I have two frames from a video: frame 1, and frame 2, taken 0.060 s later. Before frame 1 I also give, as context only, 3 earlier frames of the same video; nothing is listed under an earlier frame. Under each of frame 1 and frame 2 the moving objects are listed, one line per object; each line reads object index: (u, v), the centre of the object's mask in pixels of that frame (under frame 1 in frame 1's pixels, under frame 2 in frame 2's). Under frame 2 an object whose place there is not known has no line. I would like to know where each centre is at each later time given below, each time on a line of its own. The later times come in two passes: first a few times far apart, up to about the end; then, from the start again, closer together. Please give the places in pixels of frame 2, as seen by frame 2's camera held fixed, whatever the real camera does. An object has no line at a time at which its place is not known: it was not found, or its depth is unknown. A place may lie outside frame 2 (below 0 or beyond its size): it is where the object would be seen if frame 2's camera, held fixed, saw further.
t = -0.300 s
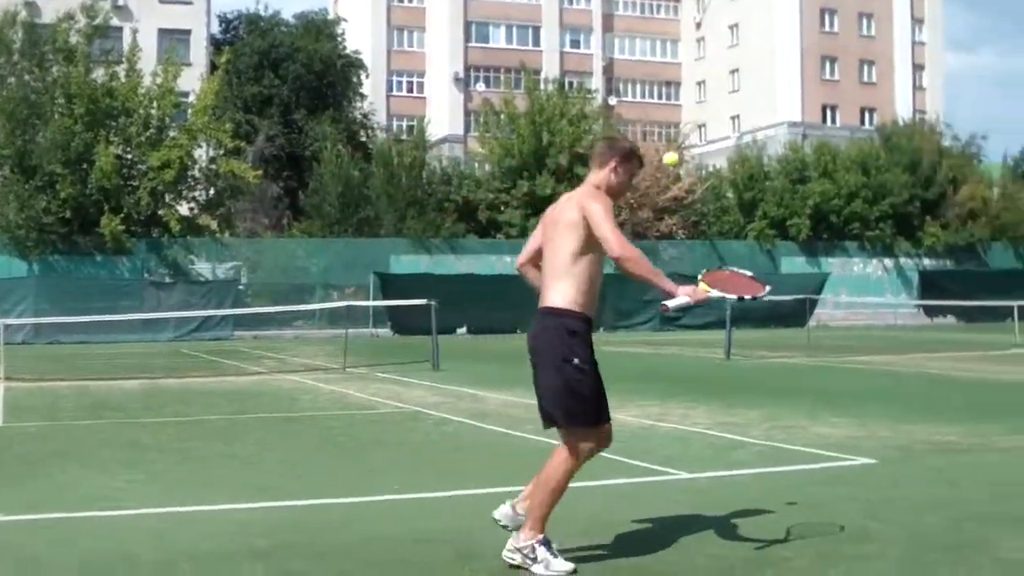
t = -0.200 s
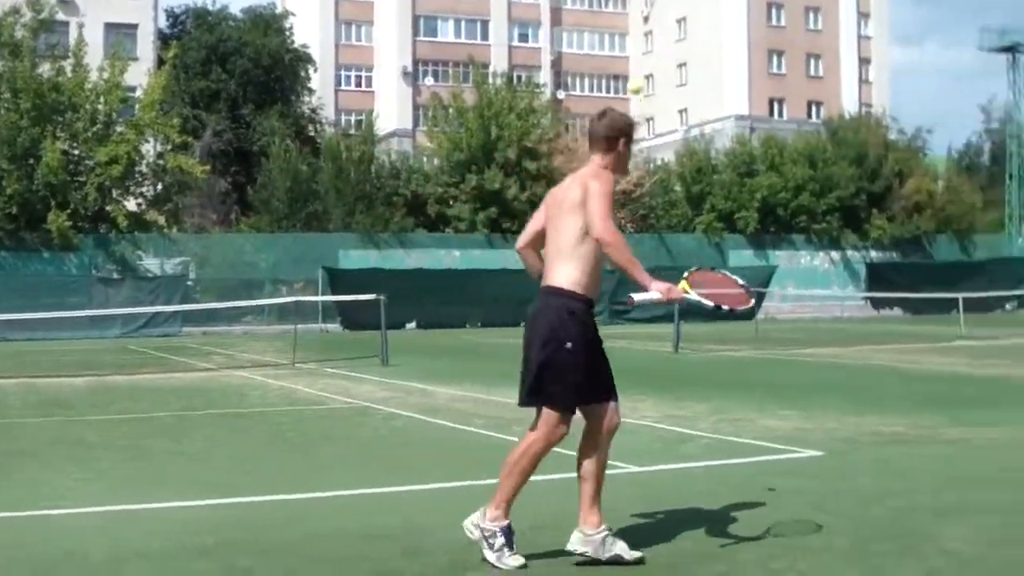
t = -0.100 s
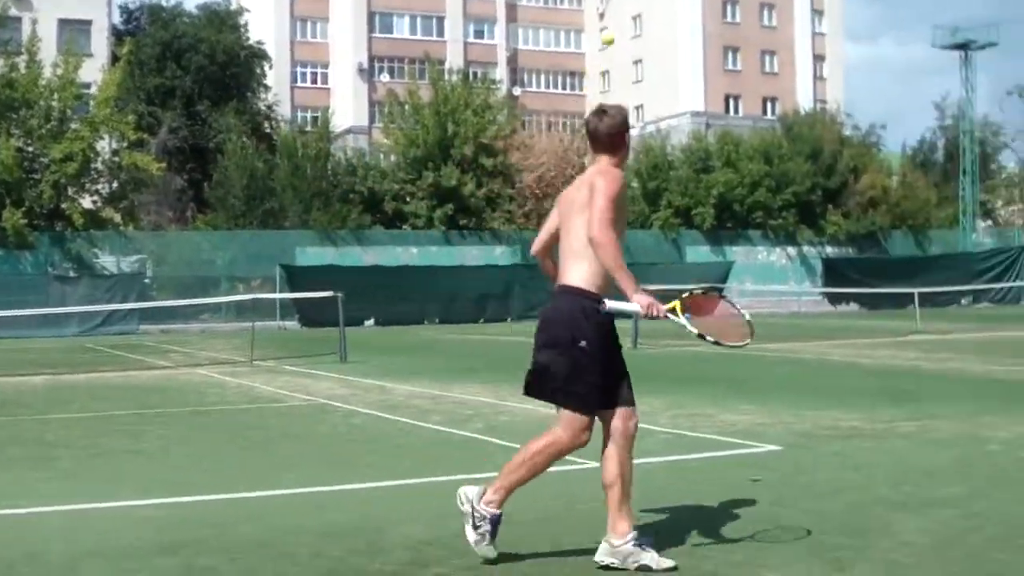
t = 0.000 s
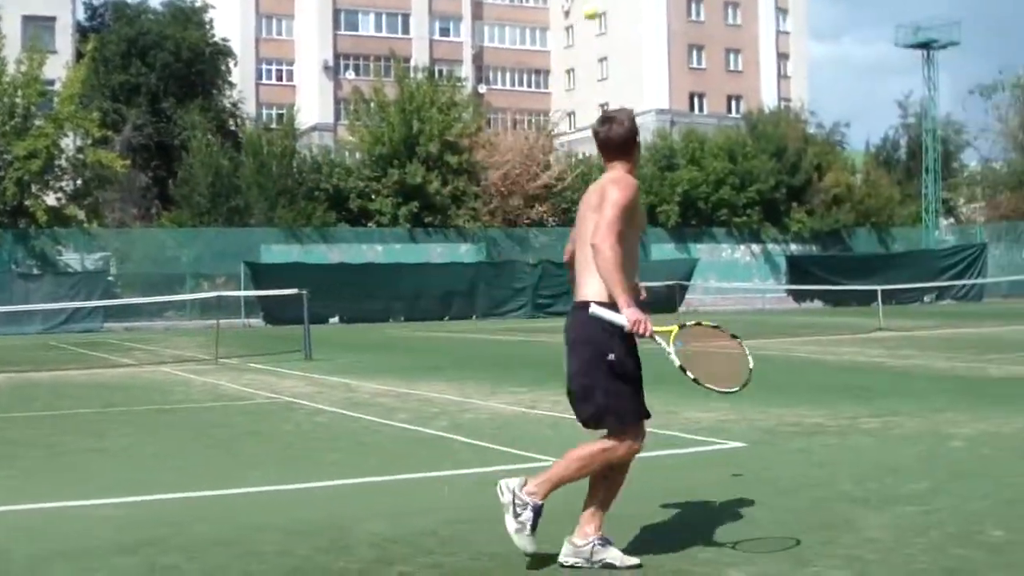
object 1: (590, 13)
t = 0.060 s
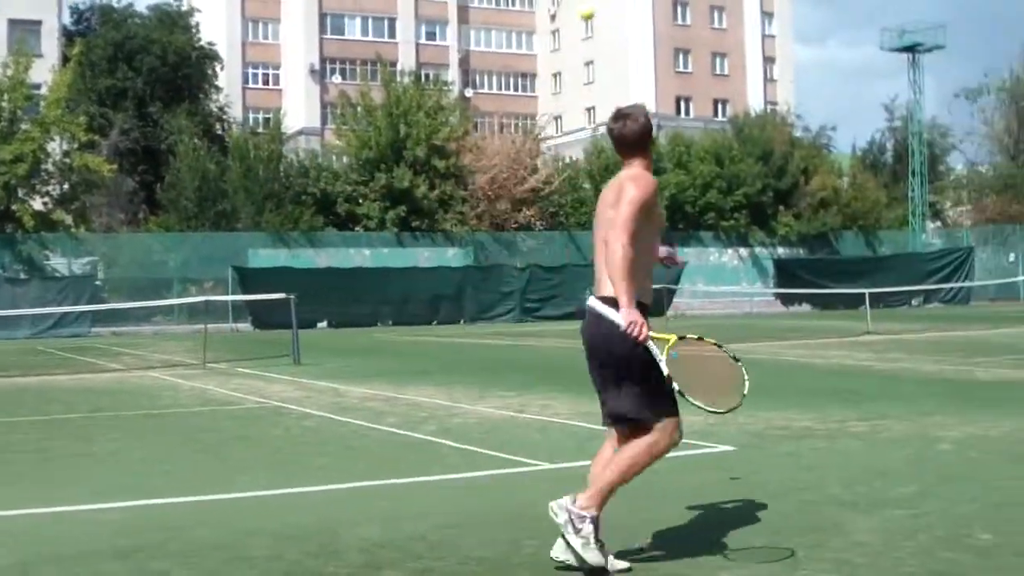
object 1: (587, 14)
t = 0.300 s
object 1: (631, 78)
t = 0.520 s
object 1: (672, 249)
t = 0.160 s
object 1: (605, 25)
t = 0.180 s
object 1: (608, 30)
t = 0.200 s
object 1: (612, 35)
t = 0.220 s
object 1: (616, 43)
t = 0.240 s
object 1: (620, 50)
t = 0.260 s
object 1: (623, 60)
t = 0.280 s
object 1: (627, 68)
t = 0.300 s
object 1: (631, 78)
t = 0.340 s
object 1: (638, 102)
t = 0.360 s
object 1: (643, 115)
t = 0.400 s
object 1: (649, 140)
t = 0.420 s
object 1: (653, 156)
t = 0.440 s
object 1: (656, 173)
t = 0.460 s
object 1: (661, 191)
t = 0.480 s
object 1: (664, 210)
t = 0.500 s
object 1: (668, 229)
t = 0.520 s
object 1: (672, 249)
